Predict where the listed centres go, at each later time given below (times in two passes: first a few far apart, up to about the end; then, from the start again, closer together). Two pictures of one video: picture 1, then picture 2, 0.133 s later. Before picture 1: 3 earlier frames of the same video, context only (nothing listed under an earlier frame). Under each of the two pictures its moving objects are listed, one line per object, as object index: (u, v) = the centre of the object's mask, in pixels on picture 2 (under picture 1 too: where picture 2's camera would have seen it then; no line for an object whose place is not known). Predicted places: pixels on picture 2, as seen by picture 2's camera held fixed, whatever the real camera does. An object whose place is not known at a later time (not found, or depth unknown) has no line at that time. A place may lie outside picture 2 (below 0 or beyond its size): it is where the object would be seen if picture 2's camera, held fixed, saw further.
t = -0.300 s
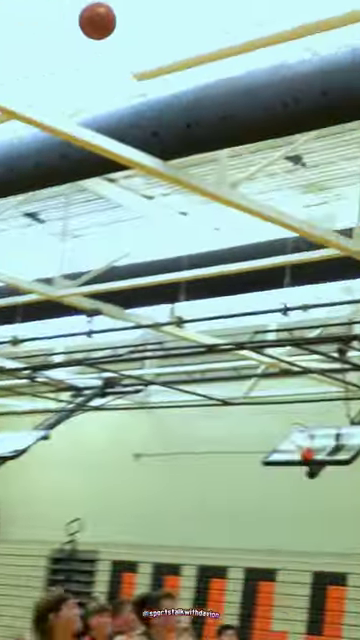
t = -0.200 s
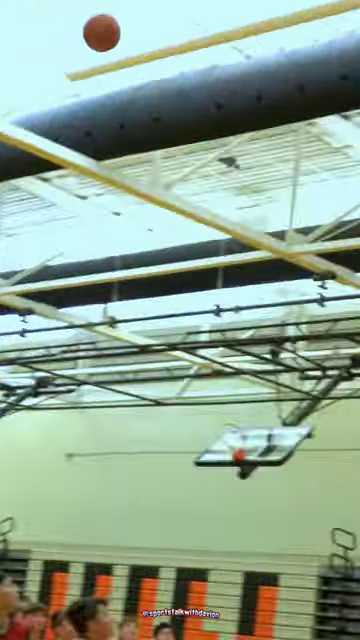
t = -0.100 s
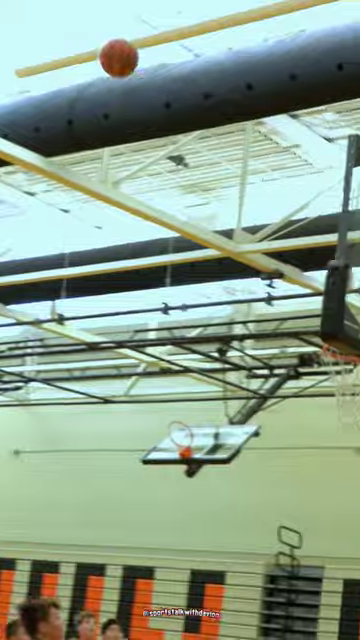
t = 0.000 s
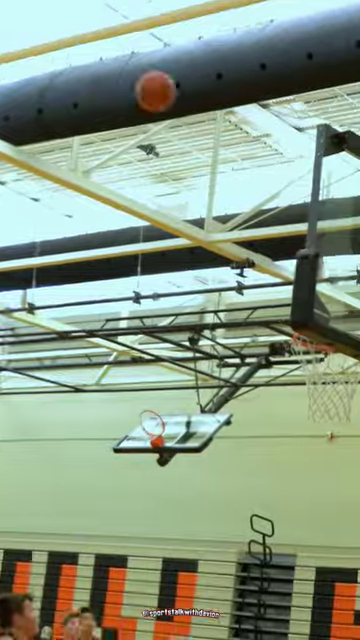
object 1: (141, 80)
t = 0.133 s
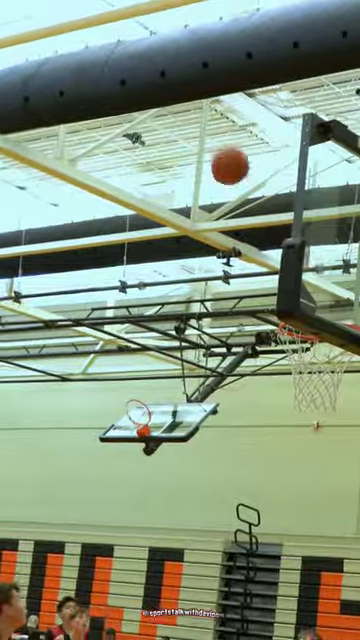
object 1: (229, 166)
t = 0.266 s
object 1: (318, 284)
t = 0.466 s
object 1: (299, 372)
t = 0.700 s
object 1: (304, 409)
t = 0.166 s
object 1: (252, 194)
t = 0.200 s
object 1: (273, 221)
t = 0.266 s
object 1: (318, 284)
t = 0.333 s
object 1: (327, 347)
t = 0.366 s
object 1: (314, 349)
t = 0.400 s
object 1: (308, 355)
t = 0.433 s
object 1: (303, 365)
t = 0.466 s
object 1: (299, 372)
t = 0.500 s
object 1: (298, 373)
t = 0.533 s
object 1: (300, 375)
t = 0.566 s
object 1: (301, 378)
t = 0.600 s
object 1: (302, 383)
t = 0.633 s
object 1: (304, 390)
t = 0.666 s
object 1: (306, 399)
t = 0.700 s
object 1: (304, 409)
